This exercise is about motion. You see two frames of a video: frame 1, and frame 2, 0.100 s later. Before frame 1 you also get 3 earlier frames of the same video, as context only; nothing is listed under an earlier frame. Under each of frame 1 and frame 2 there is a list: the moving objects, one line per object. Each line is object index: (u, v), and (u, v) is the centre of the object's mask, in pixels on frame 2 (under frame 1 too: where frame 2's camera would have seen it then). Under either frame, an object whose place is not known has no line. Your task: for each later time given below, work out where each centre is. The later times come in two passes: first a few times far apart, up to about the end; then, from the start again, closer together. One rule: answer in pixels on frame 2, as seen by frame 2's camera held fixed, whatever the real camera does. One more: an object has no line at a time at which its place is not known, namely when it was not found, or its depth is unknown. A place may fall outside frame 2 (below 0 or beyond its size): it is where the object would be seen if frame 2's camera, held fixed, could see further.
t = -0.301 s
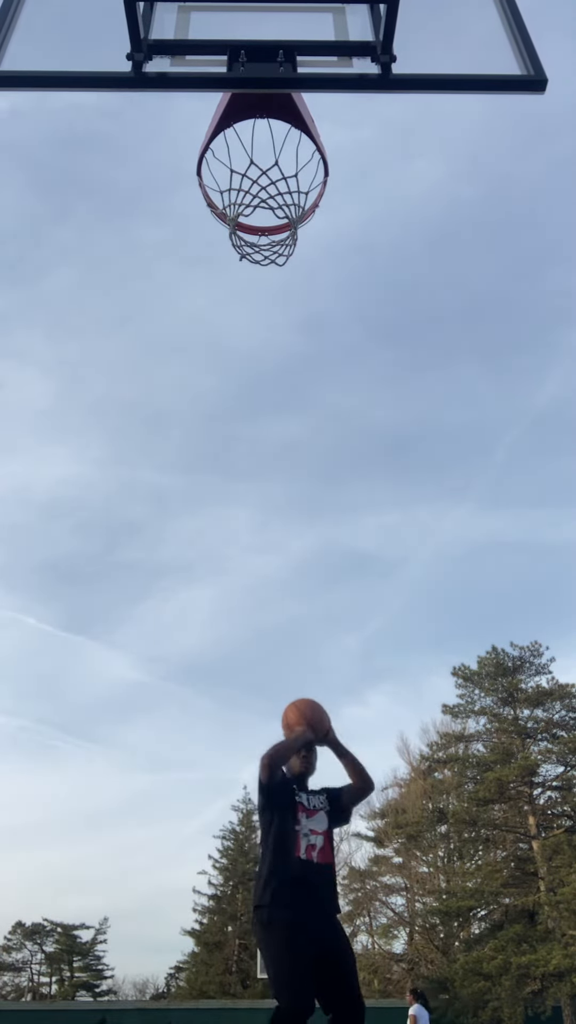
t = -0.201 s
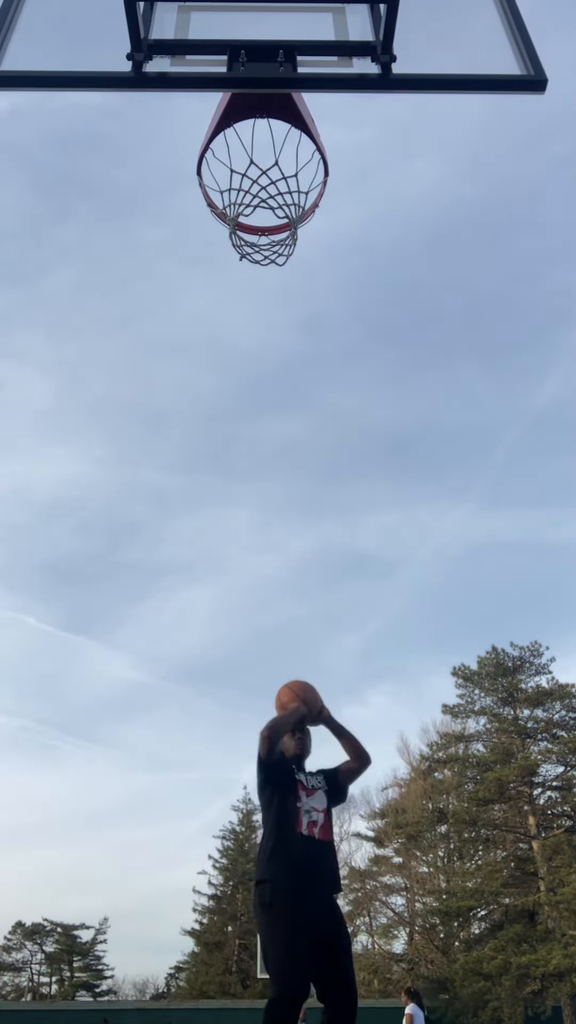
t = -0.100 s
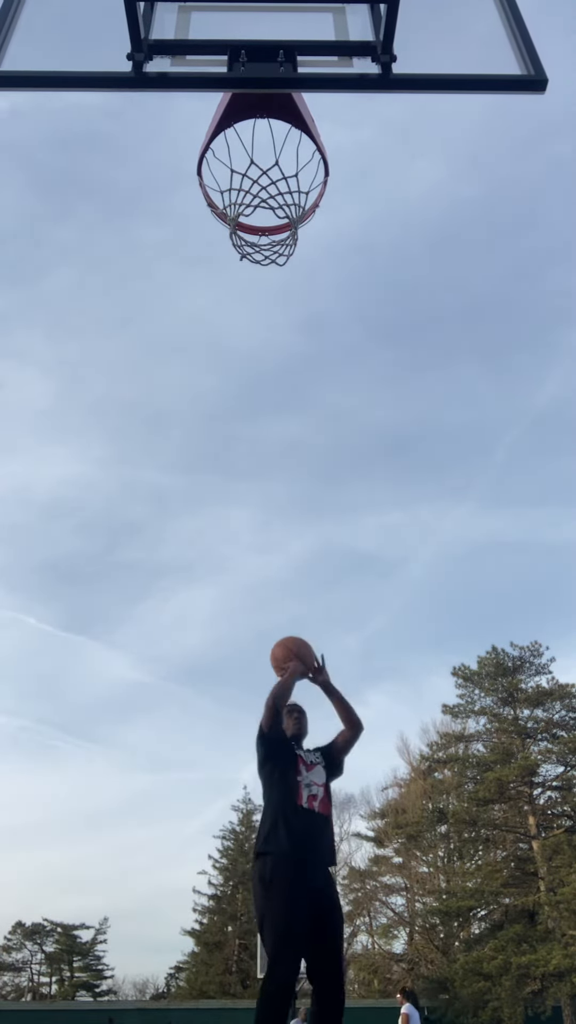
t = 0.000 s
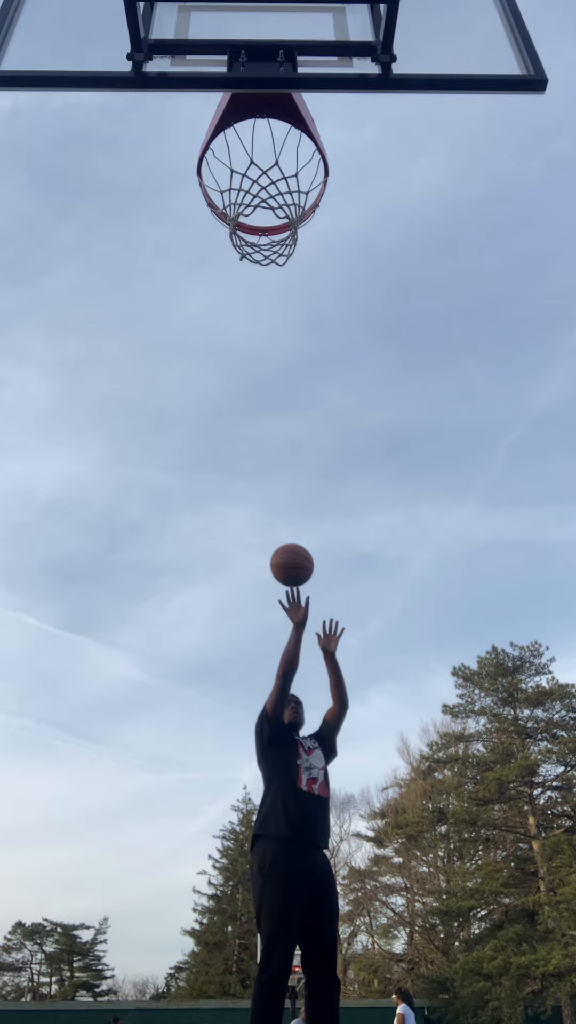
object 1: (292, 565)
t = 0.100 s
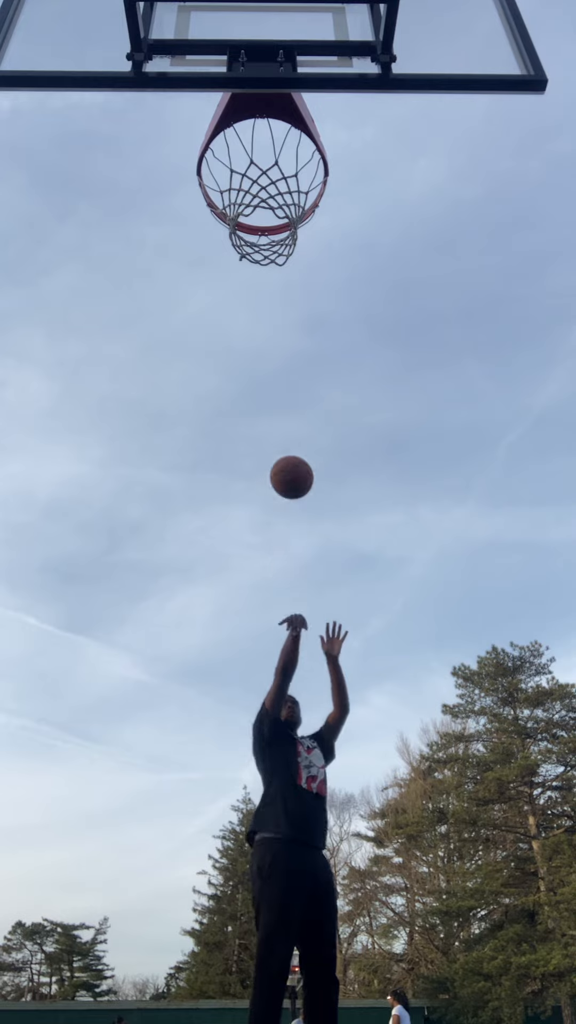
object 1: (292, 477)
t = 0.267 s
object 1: (292, 362)
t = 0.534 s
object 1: (293, 231)
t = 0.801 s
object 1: (290, 157)
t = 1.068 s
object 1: (282, 225)
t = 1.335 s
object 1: (270, 195)
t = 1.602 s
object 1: (220, 296)
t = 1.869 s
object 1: (172, 582)
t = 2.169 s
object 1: (118, 891)
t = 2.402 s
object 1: (137, 662)
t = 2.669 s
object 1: (132, 649)
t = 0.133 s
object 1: (292, 451)
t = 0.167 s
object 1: (292, 427)
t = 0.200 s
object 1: (292, 404)
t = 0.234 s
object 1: (292, 382)
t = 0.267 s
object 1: (292, 362)
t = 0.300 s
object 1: (292, 342)
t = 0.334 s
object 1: (292, 323)
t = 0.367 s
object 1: (292, 305)
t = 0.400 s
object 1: (292, 289)
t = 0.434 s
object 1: (293, 273)
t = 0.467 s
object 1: (293, 258)
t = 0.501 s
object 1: (293, 245)
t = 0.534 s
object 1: (293, 231)
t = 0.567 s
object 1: (295, 215)
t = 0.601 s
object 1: (294, 206)
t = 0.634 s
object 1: (293, 195)
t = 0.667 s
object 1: (294, 186)
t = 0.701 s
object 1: (296, 177)
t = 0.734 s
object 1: (296, 169)
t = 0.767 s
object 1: (295, 162)
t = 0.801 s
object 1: (290, 157)
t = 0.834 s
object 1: (269, 153)
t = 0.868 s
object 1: (245, 153)
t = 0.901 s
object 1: (243, 169)
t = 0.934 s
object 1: (245, 190)
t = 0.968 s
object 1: (249, 210)
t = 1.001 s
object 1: (259, 217)
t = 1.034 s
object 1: (270, 221)
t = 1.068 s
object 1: (282, 225)
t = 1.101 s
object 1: (292, 225)
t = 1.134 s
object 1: (300, 220)
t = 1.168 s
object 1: (303, 212)
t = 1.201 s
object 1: (301, 204)
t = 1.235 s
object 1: (297, 197)
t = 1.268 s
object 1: (290, 193)
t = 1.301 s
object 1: (280, 192)
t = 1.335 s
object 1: (270, 195)
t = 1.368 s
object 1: (261, 200)
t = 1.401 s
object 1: (251, 208)
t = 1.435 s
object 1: (244, 217)
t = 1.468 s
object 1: (239, 229)
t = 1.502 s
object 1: (234, 243)
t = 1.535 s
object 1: (229, 258)
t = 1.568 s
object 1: (225, 276)
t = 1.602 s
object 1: (220, 296)
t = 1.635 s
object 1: (215, 319)
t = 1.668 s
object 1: (211, 345)
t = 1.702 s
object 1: (205, 373)
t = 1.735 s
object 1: (200, 405)
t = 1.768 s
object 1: (194, 442)
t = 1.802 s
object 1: (188, 483)
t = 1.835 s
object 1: (180, 529)
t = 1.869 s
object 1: (172, 582)
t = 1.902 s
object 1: (163, 642)
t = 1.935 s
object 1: (153, 712)
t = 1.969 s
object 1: (141, 792)
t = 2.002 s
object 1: (129, 884)
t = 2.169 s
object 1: (118, 891)
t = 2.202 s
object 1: (122, 839)
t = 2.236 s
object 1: (125, 795)
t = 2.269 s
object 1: (128, 758)
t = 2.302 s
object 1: (131, 726)
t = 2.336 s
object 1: (133, 701)
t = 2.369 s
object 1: (135, 679)
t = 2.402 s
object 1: (137, 662)
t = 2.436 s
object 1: (138, 649)
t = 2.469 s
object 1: (138, 640)
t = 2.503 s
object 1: (138, 634)
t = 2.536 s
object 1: (137, 631)
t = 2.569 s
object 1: (136, 631)
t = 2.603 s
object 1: (135, 634)
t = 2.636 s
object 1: (134, 640)
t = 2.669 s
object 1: (132, 649)
